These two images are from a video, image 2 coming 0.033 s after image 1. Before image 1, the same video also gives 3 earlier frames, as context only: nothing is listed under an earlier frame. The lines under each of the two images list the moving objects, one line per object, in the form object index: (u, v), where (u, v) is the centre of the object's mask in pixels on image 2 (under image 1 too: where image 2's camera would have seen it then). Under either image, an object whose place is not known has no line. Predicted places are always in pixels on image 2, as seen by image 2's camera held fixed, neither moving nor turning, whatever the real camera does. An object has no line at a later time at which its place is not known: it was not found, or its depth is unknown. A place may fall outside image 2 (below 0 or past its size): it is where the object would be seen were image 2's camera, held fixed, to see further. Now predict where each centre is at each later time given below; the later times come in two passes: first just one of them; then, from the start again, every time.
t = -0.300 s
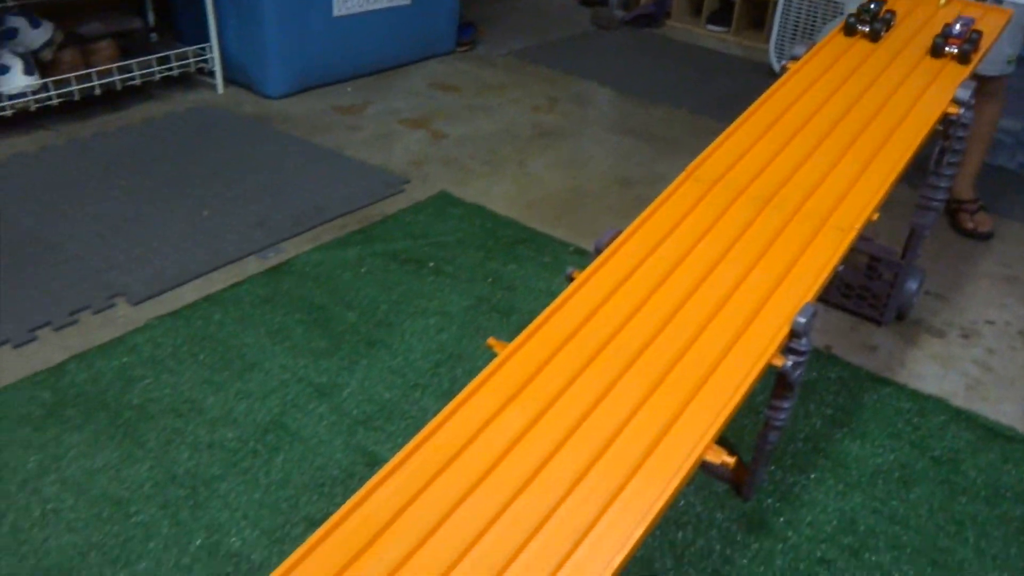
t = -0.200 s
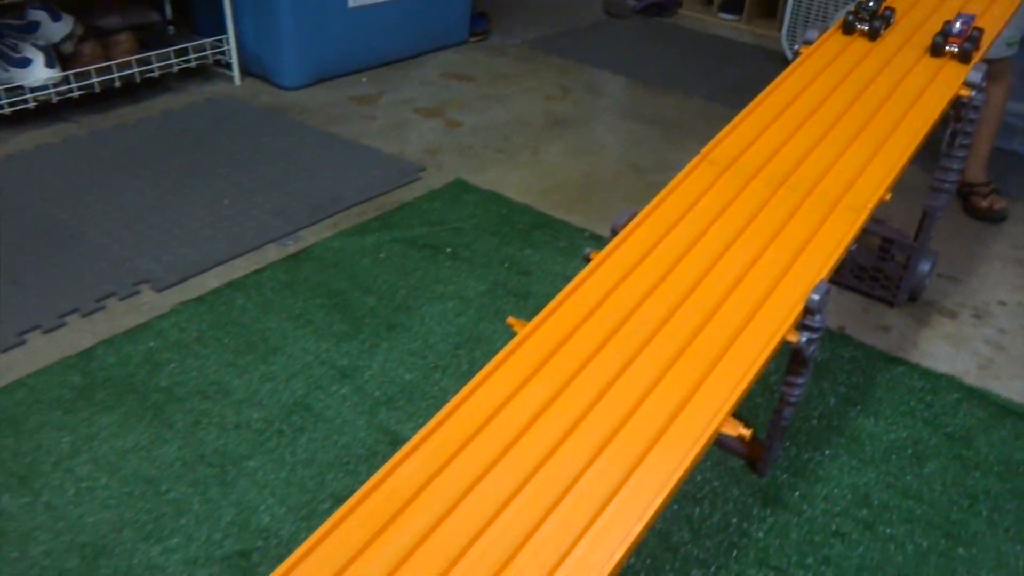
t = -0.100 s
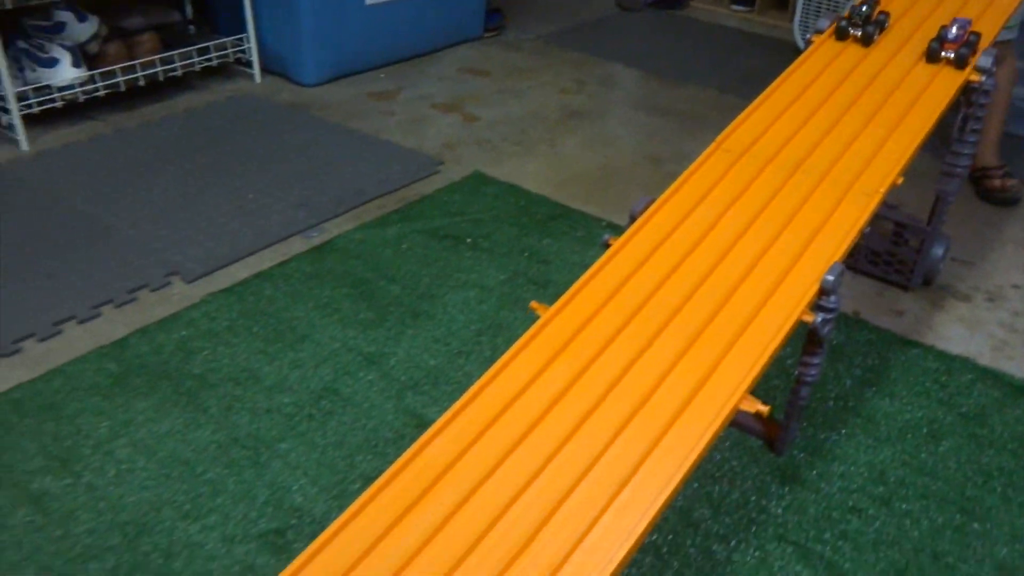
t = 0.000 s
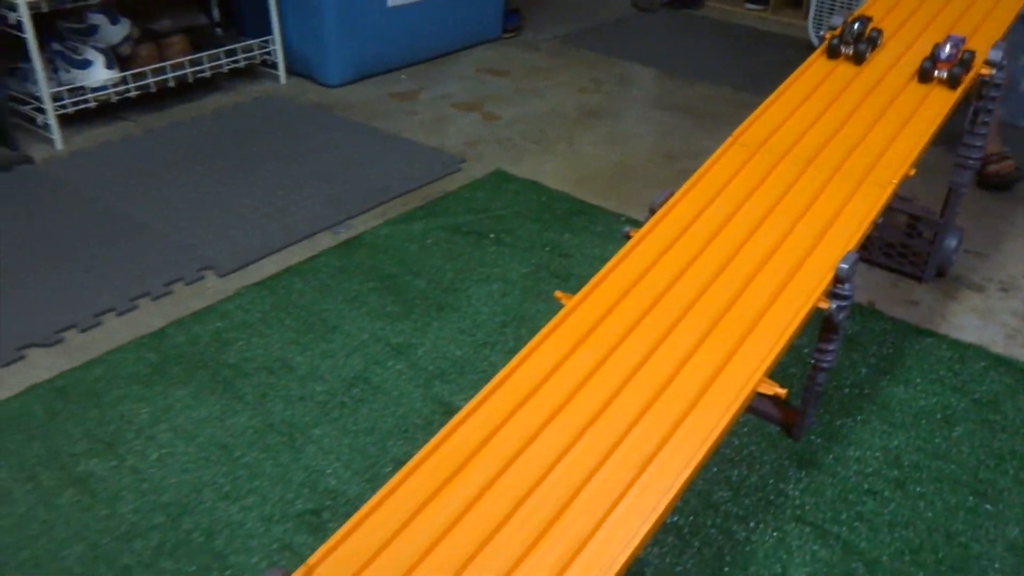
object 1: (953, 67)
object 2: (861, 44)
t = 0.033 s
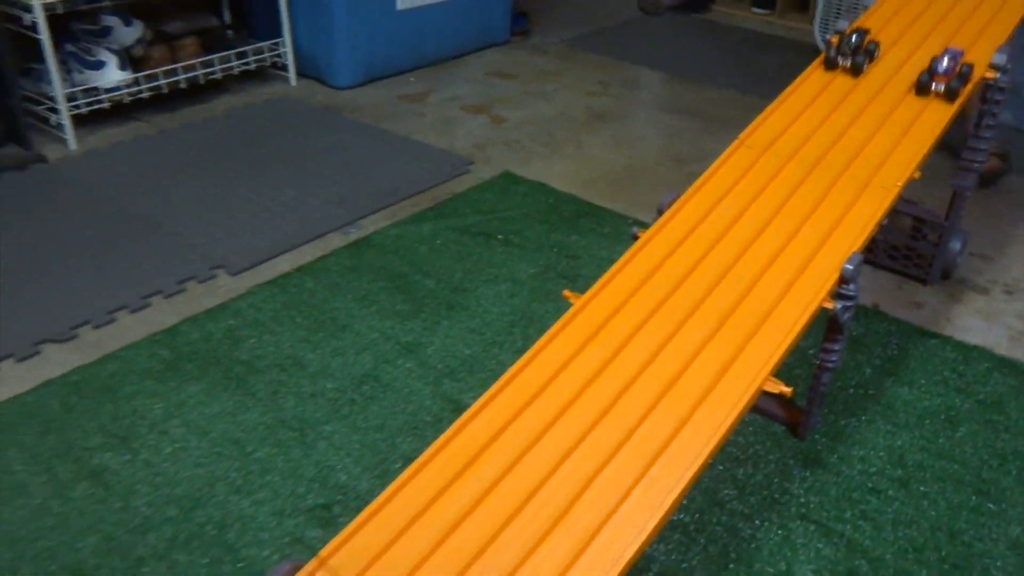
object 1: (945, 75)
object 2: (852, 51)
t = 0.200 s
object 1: (901, 134)
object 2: (805, 103)
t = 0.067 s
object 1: (937, 84)
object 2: (843, 59)
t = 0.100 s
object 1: (929, 95)
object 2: (835, 69)
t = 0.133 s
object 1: (920, 107)
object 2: (825, 79)
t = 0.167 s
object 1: (910, 120)
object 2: (815, 90)
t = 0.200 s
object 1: (901, 134)
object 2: (805, 103)
